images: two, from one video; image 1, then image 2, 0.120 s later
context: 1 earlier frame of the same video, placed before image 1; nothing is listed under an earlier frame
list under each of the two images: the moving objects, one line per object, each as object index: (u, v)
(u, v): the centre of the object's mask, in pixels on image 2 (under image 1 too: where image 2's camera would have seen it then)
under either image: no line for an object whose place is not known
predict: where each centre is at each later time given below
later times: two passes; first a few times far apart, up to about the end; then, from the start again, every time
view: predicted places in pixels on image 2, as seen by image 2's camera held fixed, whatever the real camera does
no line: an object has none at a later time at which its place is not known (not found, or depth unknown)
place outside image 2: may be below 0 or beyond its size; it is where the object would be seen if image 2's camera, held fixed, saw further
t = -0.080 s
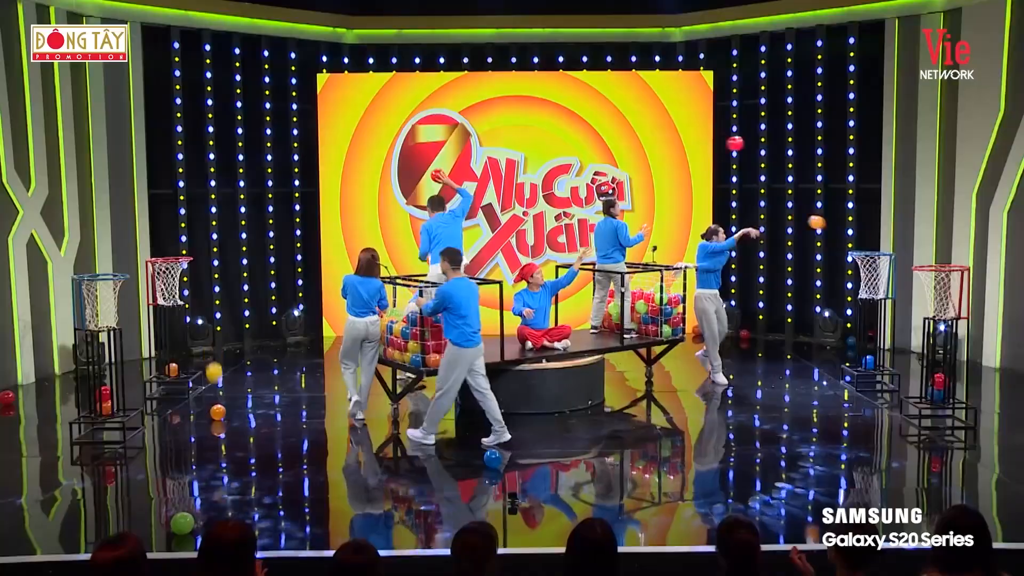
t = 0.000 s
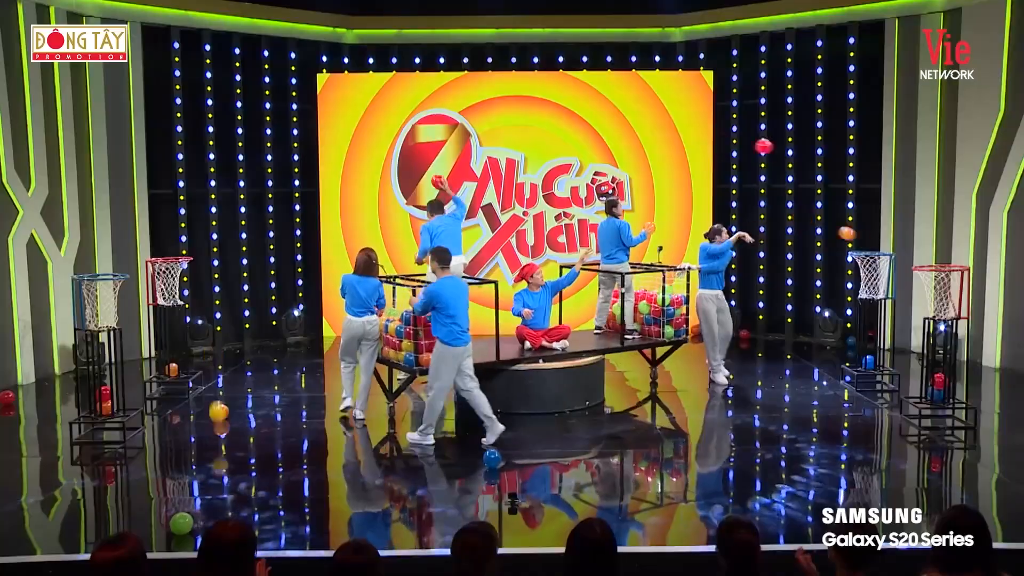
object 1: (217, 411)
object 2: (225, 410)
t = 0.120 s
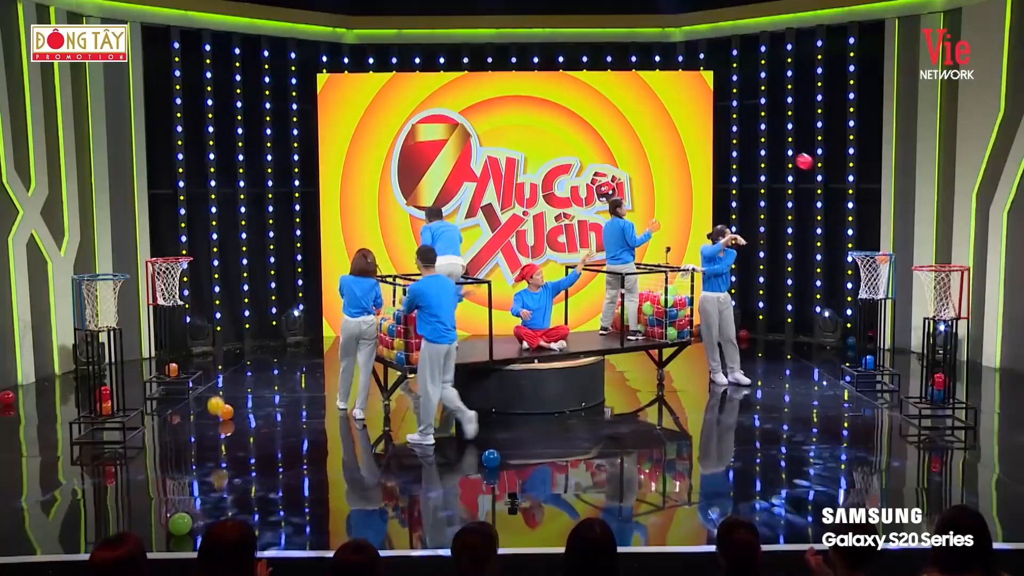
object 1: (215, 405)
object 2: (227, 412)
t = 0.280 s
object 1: (211, 366)
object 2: (231, 412)
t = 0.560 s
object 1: (206, 360)
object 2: (239, 412)
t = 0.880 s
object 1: (205, 443)
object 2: (247, 412)
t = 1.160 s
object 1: (193, 398)
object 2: (254, 413)
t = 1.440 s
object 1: (185, 432)
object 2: (260, 413)
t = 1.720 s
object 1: (178, 422)
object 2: (264, 413)
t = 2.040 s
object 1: (171, 452)
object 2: (270, 412)
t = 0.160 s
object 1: (214, 393)
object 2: (227, 412)
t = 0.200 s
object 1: (213, 383)
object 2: (229, 412)
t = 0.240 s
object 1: (212, 374)
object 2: (230, 412)
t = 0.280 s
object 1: (211, 366)
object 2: (231, 412)
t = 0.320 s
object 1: (210, 361)
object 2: (232, 412)
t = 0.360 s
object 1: (209, 357)
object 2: (233, 412)
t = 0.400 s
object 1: (208, 354)
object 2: (234, 412)
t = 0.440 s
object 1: (208, 353)
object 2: (236, 412)
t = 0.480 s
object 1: (207, 354)
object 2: (237, 412)
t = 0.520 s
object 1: (206, 356)
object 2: (238, 412)
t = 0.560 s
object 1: (206, 360)
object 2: (239, 412)
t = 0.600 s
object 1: (205, 365)
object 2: (240, 412)
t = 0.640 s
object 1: (205, 372)
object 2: (241, 412)
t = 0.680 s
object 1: (205, 381)
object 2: (242, 412)
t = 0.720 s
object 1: (205, 391)
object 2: (243, 412)
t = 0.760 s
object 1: (204, 403)
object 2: (244, 412)
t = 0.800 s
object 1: (205, 416)
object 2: (245, 412)
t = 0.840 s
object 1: (205, 431)
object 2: (246, 412)
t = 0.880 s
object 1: (205, 443)
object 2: (247, 412)
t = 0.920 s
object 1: (203, 432)
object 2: (248, 412)
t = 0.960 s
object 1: (201, 423)
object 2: (249, 412)
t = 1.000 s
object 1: (199, 415)
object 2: (250, 412)
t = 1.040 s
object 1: (198, 408)
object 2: (251, 412)
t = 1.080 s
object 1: (196, 403)
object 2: (252, 412)
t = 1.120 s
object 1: (195, 400)
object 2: (253, 413)
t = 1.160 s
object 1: (193, 398)
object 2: (254, 413)
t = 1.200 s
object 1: (192, 398)
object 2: (255, 413)
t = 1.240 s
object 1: (191, 399)
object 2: (256, 413)
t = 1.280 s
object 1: (189, 403)
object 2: (257, 413)
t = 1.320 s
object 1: (188, 407)
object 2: (257, 413)
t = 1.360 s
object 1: (187, 414)
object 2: (259, 413)
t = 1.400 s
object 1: (187, 422)
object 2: (259, 413)
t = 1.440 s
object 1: (185, 432)
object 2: (260, 413)
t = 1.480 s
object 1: (185, 443)
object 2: (261, 413)
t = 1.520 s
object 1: (184, 450)
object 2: (261, 413)
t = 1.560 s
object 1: (183, 441)
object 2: (262, 413)
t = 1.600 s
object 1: (181, 434)
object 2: (262, 413)
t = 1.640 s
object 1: (180, 428)
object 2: (263, 413)
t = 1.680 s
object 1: (179, 424)
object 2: (264, 413)
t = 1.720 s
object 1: (178, 422)
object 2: (264, 413)
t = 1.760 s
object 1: (177, 422)
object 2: (265, 413)
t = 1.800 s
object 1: (176, 423)
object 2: (265, 413)
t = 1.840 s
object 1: (175, 425)
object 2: (266, 413)
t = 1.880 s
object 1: (174, 430)
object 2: (267, 413)
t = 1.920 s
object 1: (173, 436)
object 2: (268, 413)
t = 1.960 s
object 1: (173, 444)
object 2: (269, 413)
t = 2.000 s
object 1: (172, 453)
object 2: (269, 413)
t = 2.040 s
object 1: (171, 452)
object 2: (270, 412)
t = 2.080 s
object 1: (170, 445)
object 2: (271, 412)
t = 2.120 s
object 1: (169, 440)
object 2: (272, 412)
